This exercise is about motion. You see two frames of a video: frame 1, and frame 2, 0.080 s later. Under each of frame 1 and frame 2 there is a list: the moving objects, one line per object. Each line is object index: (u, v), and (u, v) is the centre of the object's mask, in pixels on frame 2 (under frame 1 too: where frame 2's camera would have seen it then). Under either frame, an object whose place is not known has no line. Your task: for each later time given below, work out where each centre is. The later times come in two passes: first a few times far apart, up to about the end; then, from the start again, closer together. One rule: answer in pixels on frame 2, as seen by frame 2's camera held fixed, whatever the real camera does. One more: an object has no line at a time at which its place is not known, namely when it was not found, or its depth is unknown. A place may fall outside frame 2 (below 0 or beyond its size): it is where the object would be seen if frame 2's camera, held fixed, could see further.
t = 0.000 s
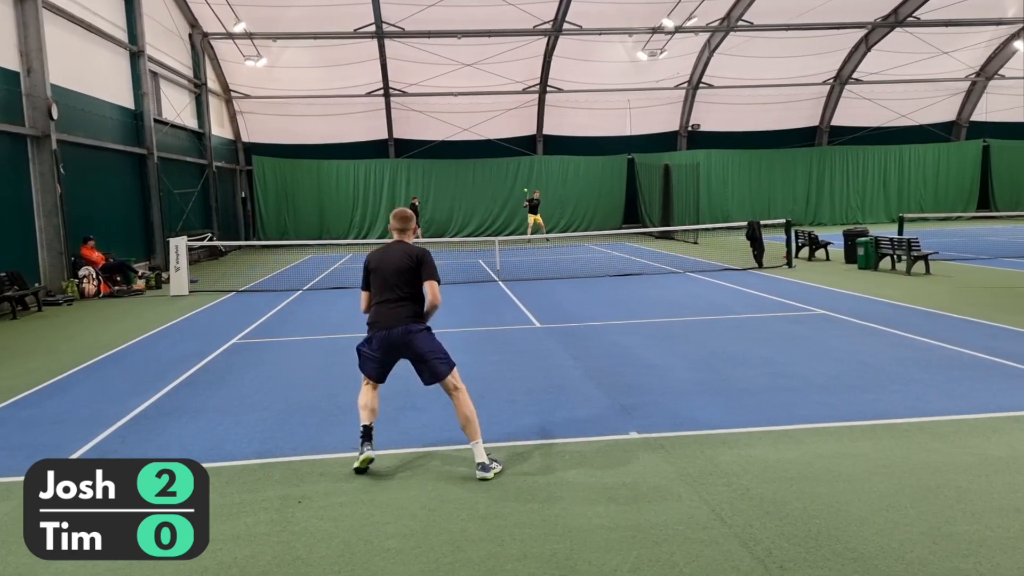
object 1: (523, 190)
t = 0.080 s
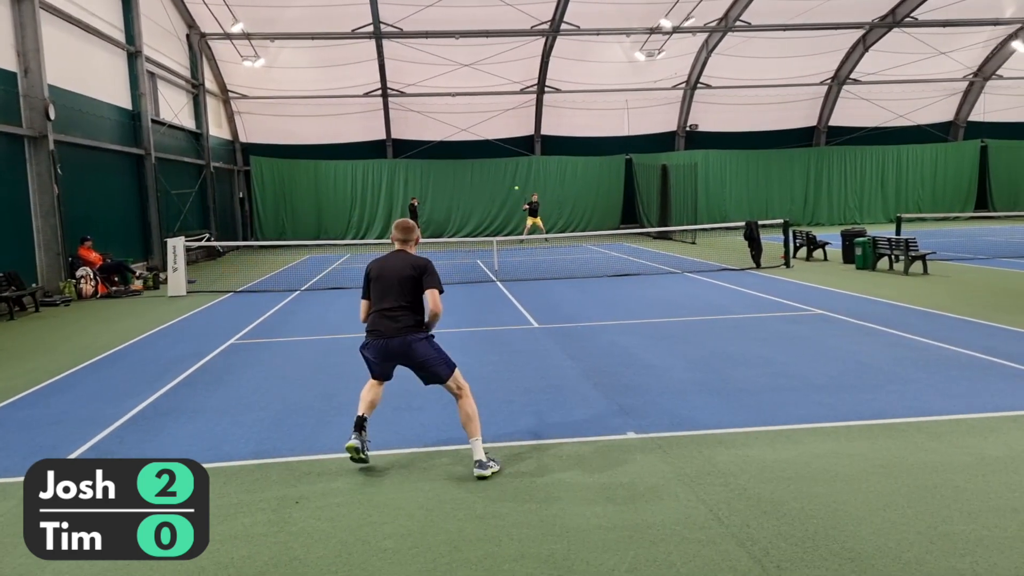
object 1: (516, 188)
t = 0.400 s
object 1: (479, 213)
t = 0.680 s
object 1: (413, 351)
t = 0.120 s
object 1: (513, 188)
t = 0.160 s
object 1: (510, 188)
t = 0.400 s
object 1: (479, 213)
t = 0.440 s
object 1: (474, 221)
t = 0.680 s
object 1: (413, 351)
